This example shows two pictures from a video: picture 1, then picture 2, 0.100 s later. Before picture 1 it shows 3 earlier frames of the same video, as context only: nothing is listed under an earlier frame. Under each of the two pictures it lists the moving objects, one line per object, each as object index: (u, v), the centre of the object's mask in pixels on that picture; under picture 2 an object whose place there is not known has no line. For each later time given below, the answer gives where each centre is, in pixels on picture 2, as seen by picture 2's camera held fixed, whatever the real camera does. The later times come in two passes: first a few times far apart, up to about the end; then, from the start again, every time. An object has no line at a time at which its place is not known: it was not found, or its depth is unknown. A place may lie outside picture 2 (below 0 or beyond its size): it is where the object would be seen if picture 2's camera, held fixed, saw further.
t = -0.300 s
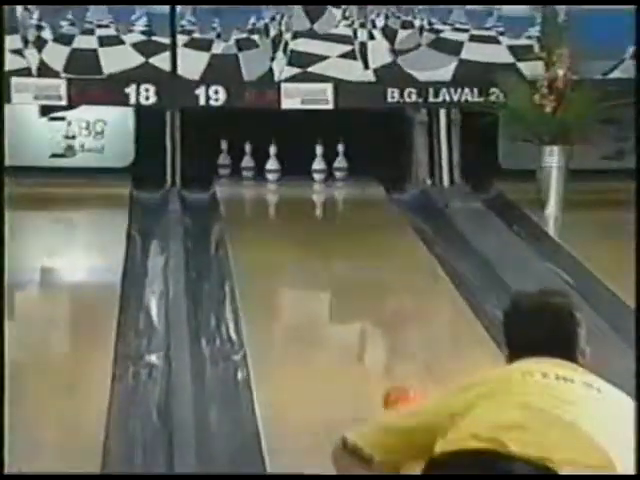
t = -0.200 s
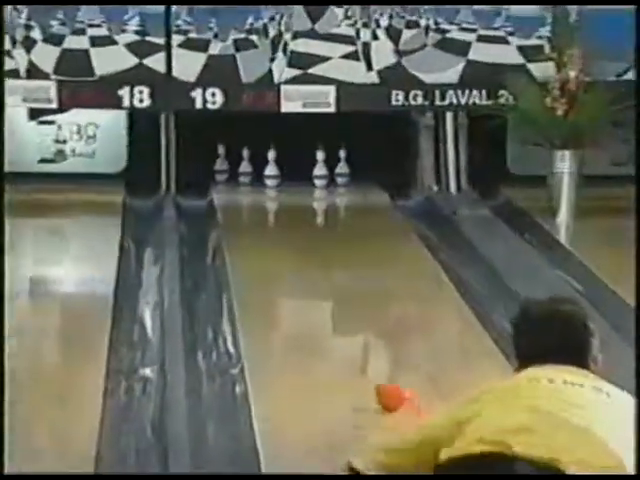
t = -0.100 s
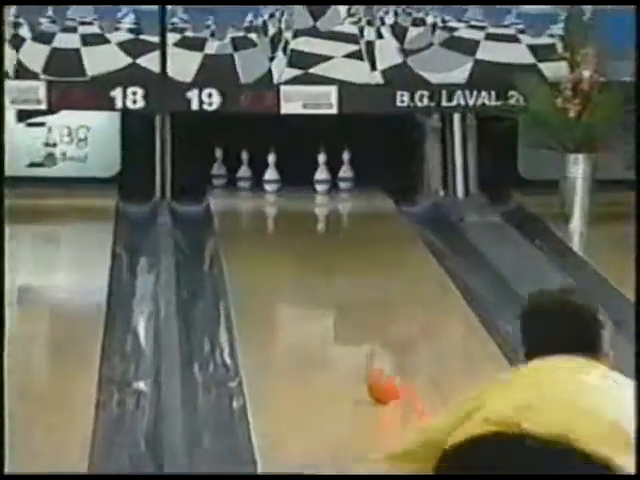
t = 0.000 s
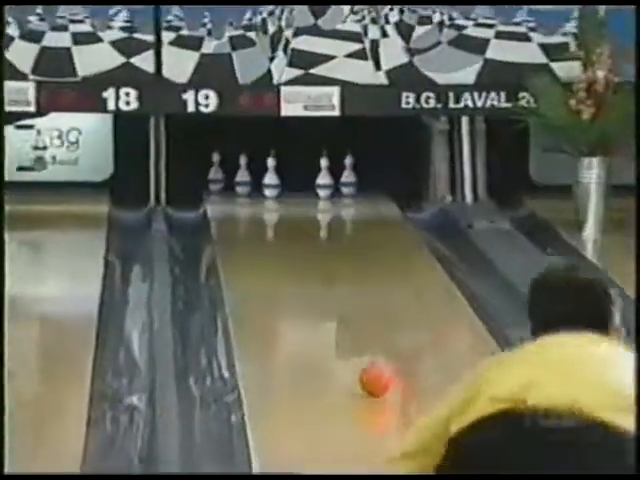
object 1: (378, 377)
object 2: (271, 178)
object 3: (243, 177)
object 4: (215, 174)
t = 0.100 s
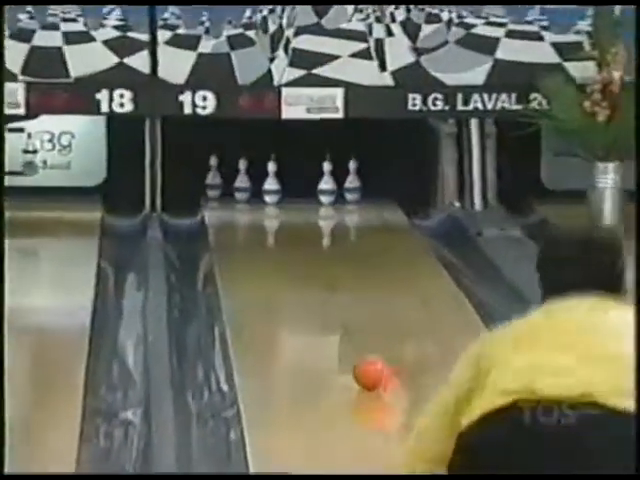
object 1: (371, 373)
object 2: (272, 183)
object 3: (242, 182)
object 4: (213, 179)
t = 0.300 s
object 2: (272, 183)
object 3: (243, 182)
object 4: (214, 179)
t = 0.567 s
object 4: (214, 178)
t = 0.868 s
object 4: (214, 179)
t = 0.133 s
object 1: (368, 366)
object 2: (272, 183)
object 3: (242, 182)
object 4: (213, 180)
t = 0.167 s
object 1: (363, 359)
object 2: (272, 183)
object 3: (243, 182)
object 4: (214, 179)
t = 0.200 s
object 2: (272, 183)
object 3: (242, 182)
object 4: (213, 180)
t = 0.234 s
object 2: (272, 183)
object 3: (242, 182)
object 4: (214, 179)
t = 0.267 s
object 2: (272, 183)
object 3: (242, 181)
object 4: (214, 178)
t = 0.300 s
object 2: (272, 183)
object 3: (243, 182)
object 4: (214, 179)
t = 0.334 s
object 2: (272, 183)
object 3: (243, 182)
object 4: (214, 178)
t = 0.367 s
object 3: (243, 182)
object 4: (214, 178)
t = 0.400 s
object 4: (214, 178)
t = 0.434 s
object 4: (214, 179)
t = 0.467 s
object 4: (214, 178)
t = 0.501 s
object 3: (243, 181)
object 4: (214, 178)
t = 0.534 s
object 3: (243, 181)
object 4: (214, 178)
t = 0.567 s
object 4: (214, 178)
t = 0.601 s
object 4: (214, 179)
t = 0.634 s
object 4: (214, 179)
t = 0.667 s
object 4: (214, 179)
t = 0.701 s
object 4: (214, 179)
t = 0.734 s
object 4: (214, 179)
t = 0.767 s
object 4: (214, 179)
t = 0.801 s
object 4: (214, 179)
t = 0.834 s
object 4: (214, 178)
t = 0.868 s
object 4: (214, 179)
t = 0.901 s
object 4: (214, 179)
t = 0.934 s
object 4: (214, 180)
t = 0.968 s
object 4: (214, 180)
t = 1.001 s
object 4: (214, 180)
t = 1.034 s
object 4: (214, 180)
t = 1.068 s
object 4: (214, 180)
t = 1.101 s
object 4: (214, 180)
